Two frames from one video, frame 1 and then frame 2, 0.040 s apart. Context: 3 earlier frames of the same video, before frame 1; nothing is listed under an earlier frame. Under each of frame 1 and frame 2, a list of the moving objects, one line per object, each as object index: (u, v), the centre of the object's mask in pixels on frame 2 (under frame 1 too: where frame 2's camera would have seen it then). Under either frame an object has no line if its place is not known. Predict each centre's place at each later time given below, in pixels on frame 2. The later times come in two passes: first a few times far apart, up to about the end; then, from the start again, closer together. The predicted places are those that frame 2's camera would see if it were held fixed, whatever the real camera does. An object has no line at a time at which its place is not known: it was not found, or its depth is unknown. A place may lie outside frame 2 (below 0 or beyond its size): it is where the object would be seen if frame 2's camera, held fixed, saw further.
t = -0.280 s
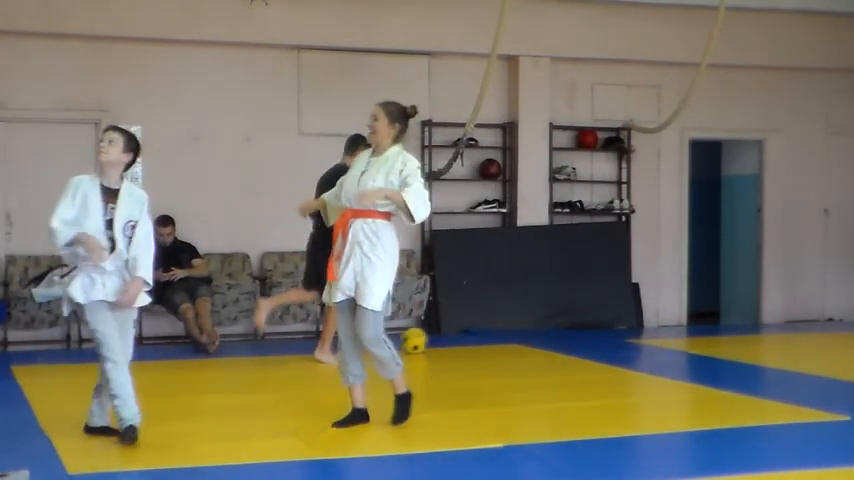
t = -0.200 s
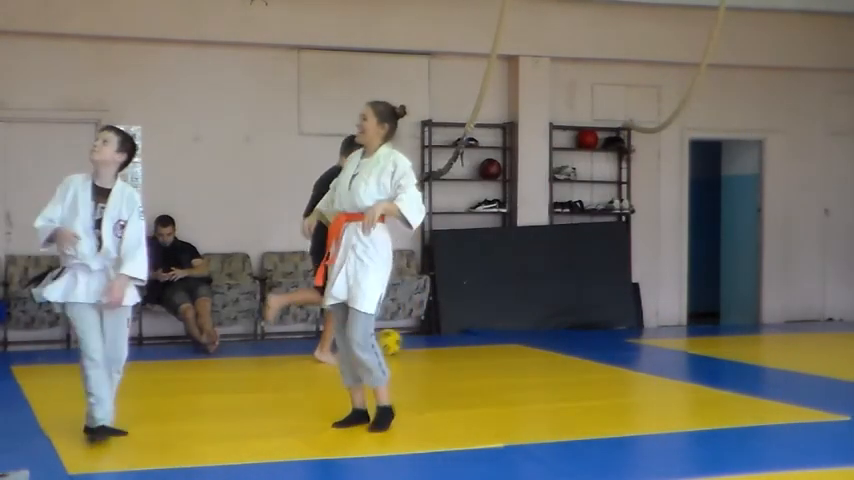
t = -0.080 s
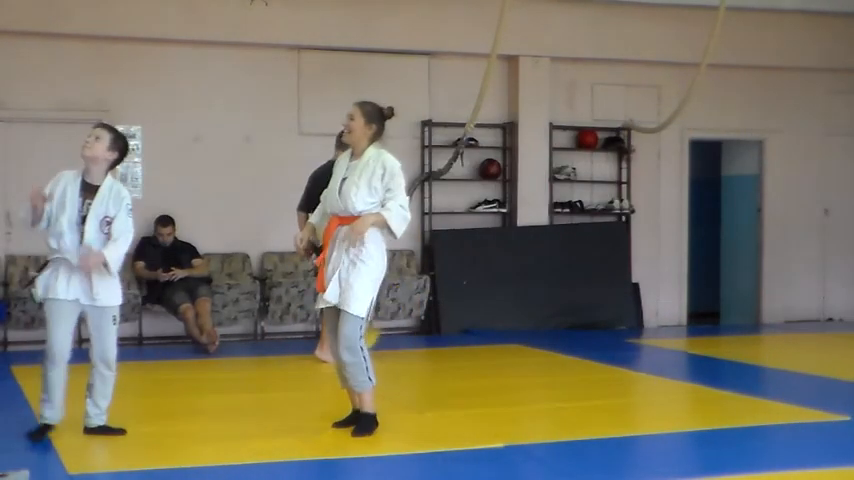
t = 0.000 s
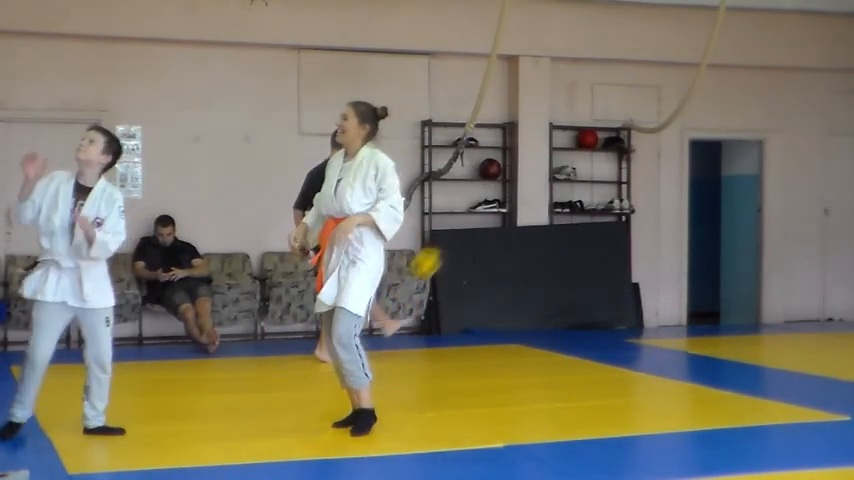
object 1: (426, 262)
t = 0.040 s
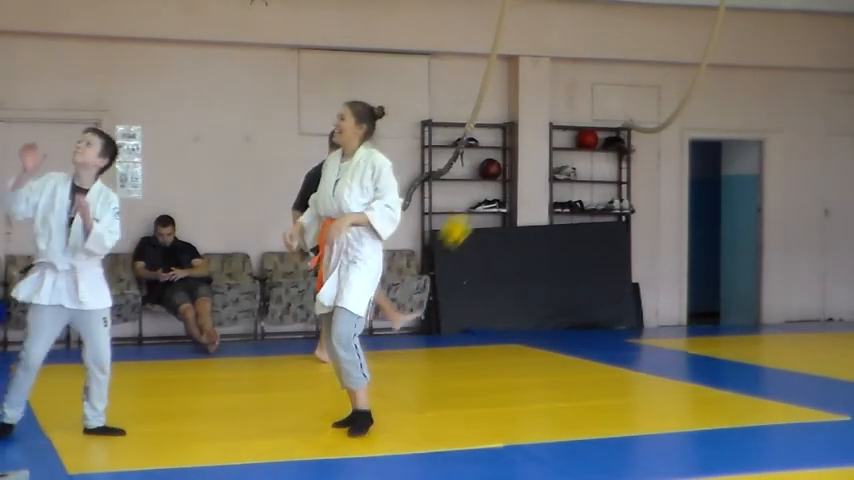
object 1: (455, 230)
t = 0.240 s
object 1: (607, 95)
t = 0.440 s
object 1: (755, 11)
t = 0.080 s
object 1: (487, 197)
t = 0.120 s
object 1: (514, 170)
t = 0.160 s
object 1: (546, 143)
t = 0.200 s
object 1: (576, 118)
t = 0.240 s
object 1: (607, 95)
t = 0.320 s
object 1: (665, 53)
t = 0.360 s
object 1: (695, 37)
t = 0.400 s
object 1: (725, 22)
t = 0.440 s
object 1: (755, 11)
